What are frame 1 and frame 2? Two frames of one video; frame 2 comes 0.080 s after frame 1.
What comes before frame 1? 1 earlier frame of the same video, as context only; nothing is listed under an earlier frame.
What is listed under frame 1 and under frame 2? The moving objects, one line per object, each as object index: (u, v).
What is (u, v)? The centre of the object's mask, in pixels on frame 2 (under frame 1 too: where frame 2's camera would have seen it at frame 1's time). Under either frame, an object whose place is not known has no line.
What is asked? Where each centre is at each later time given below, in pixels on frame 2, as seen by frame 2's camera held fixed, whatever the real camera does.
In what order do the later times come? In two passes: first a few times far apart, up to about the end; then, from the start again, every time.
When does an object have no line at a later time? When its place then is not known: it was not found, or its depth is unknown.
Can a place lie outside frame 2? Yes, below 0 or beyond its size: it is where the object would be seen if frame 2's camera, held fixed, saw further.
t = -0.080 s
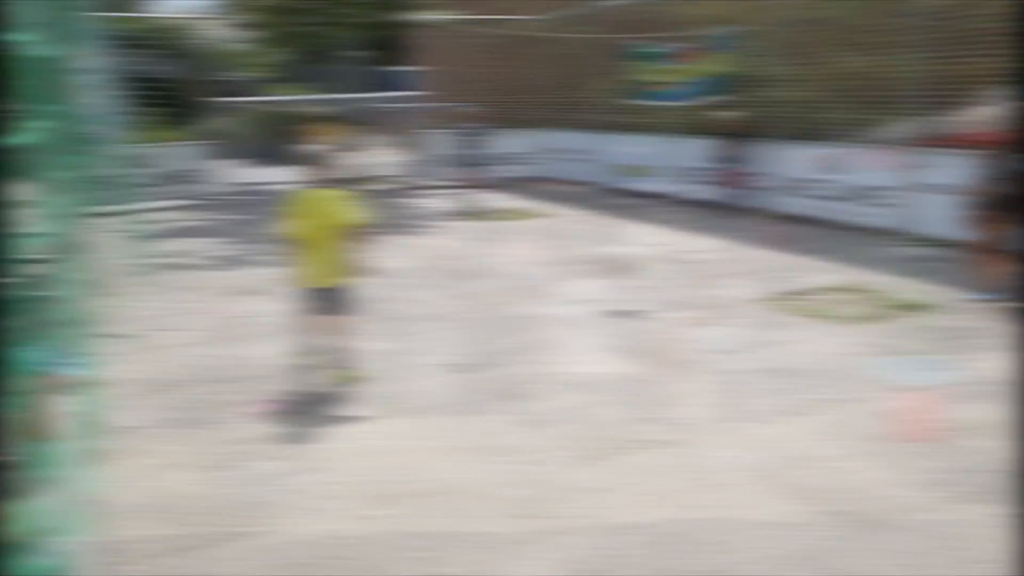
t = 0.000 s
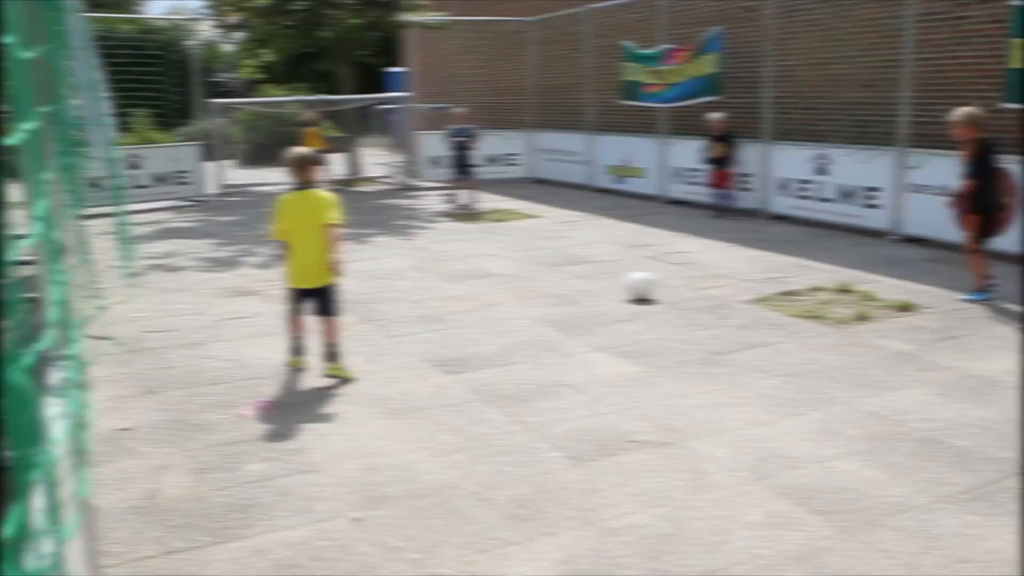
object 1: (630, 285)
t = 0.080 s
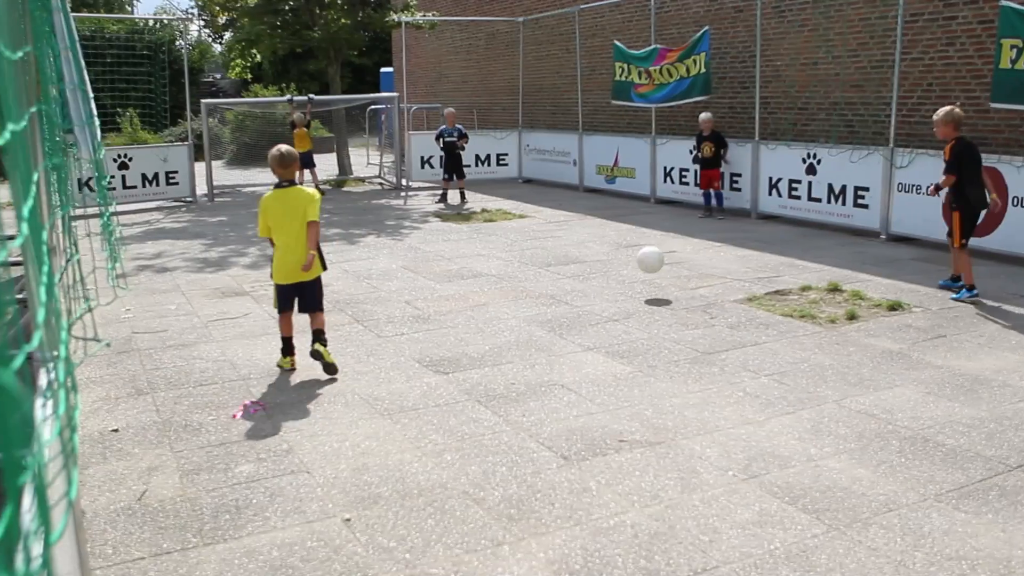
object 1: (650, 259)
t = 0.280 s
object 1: (697, 224)
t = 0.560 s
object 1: (756, 255)
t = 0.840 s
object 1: (812, 232)
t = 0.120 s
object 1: (660, 248)
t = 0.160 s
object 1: (670, 239)
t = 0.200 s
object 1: (679, 232)
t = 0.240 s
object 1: (688, 227)
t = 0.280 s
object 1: (697, 224)
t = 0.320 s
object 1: (706, 223)
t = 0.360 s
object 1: (715, 223)
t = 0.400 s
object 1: (724, 226)
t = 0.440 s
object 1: (732, 231)
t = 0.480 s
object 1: (740, 237)
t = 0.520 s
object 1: (748, 245)
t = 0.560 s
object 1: (756, 255)
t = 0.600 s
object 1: (764, 261)
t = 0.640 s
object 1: (772, 252)
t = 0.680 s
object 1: (781, 244)
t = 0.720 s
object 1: (789, 239)
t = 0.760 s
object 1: (796, 235)
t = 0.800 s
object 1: (804, 233)
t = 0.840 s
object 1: (812, 232)
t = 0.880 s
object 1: (819, 233)
